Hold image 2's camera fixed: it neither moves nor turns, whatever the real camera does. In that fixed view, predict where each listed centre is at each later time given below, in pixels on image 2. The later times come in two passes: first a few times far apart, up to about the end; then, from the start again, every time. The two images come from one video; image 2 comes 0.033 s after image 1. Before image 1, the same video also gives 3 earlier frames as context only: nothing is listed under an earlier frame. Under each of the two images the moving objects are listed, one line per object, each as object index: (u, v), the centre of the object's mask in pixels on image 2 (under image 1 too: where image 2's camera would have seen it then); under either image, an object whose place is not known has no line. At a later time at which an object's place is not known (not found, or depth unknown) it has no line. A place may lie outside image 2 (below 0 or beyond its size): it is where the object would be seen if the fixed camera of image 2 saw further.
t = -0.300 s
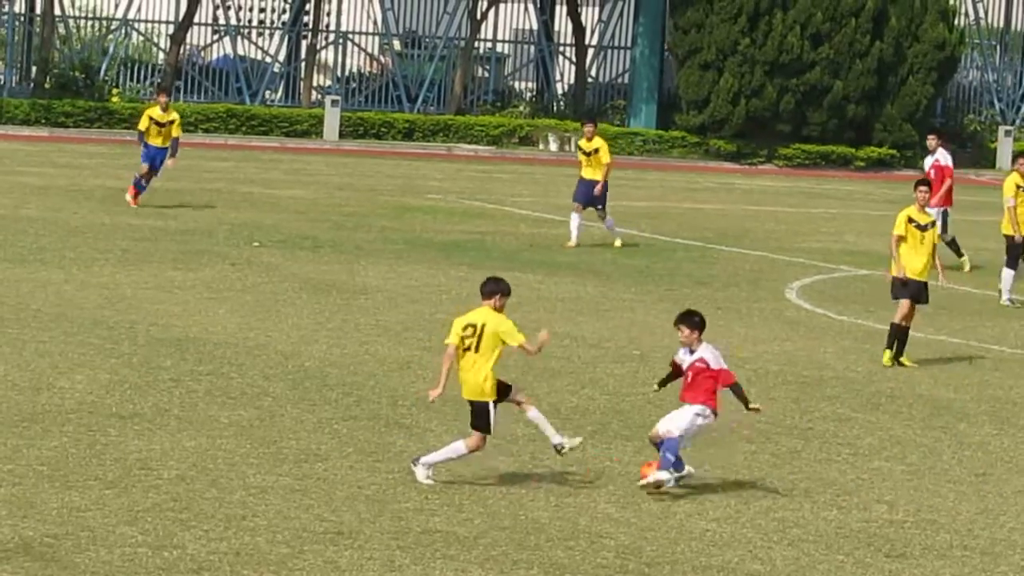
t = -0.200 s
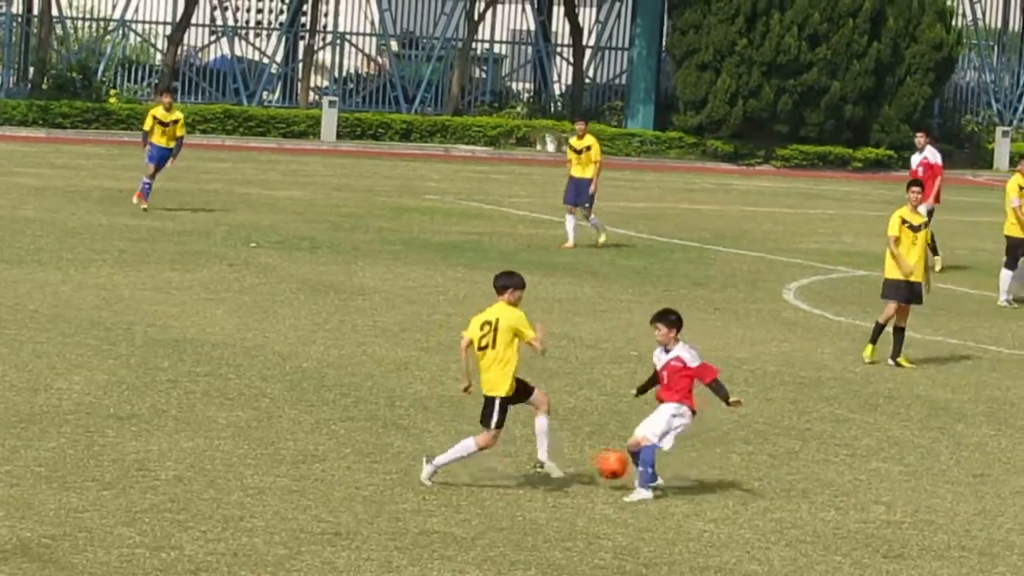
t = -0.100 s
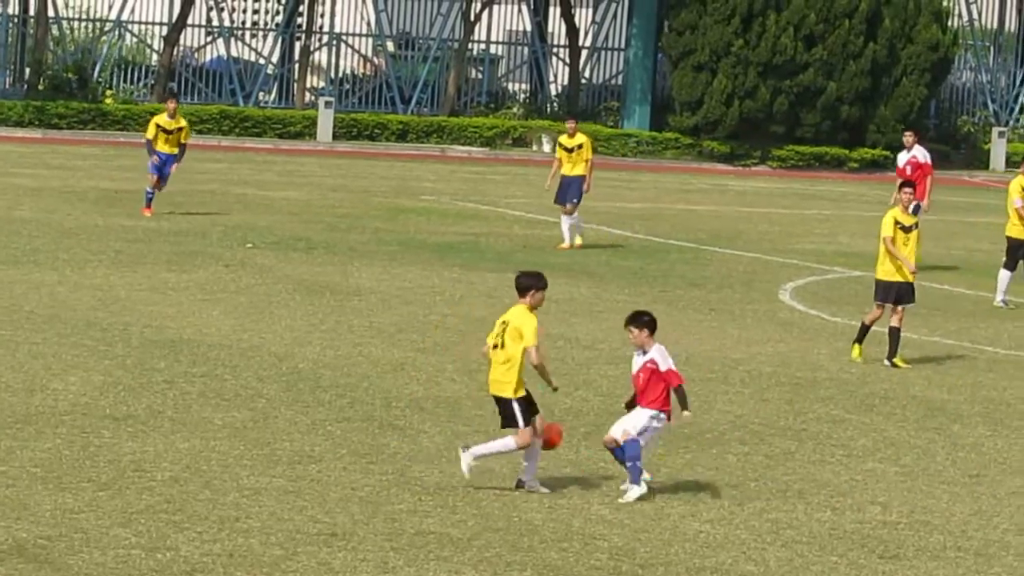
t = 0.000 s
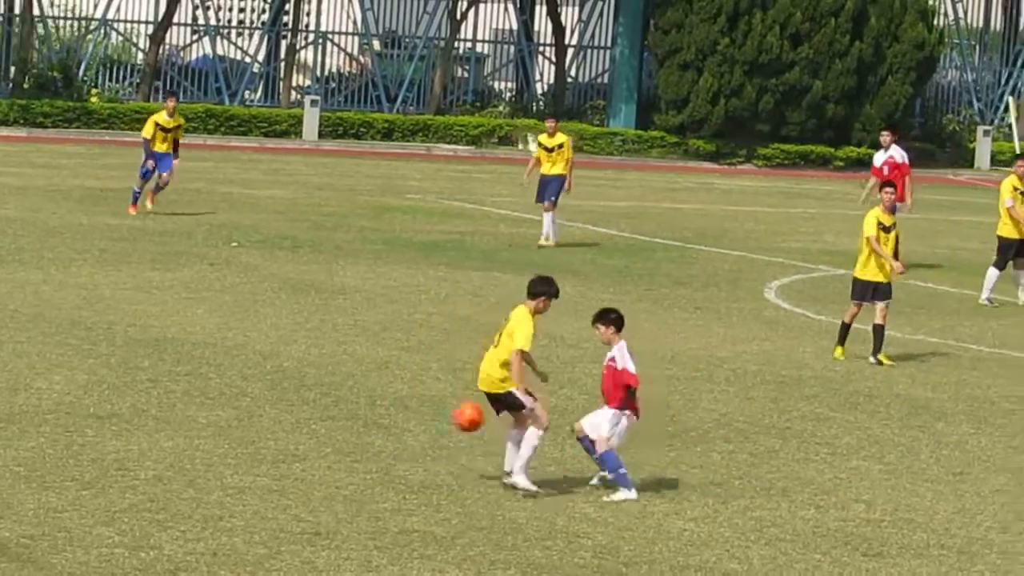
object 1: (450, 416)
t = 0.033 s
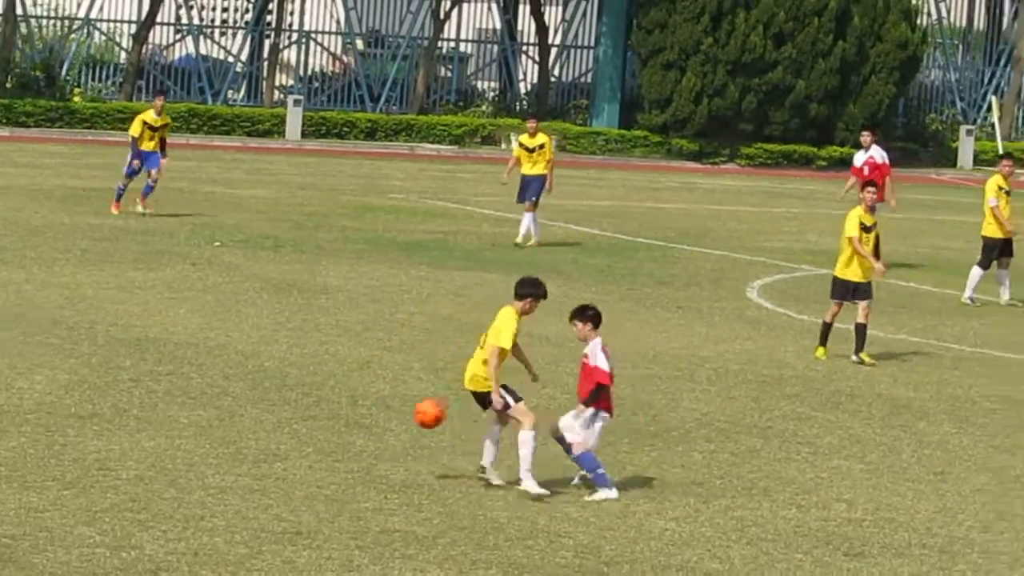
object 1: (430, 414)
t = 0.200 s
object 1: (321, 423)
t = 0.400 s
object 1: (192, 447)
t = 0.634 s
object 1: (53, 427)
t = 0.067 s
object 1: (407, 412)
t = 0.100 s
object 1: (387, 412)
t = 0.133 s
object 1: (365, 415)
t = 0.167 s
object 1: (343, 418)
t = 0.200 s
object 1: (321, 423)
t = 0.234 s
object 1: (300, 428)
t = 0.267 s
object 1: (277, 436)
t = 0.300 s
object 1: (255, 446)
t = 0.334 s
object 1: (233, 456)
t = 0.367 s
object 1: (213, 456)
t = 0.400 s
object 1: (192, 447)
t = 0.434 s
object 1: (174, 439)
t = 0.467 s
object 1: (154, 434)
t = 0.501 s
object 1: (134, 430)
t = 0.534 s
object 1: (115, 427)
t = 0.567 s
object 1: (95, 426)
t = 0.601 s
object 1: (73, 426)
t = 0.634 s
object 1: (53, 427)
